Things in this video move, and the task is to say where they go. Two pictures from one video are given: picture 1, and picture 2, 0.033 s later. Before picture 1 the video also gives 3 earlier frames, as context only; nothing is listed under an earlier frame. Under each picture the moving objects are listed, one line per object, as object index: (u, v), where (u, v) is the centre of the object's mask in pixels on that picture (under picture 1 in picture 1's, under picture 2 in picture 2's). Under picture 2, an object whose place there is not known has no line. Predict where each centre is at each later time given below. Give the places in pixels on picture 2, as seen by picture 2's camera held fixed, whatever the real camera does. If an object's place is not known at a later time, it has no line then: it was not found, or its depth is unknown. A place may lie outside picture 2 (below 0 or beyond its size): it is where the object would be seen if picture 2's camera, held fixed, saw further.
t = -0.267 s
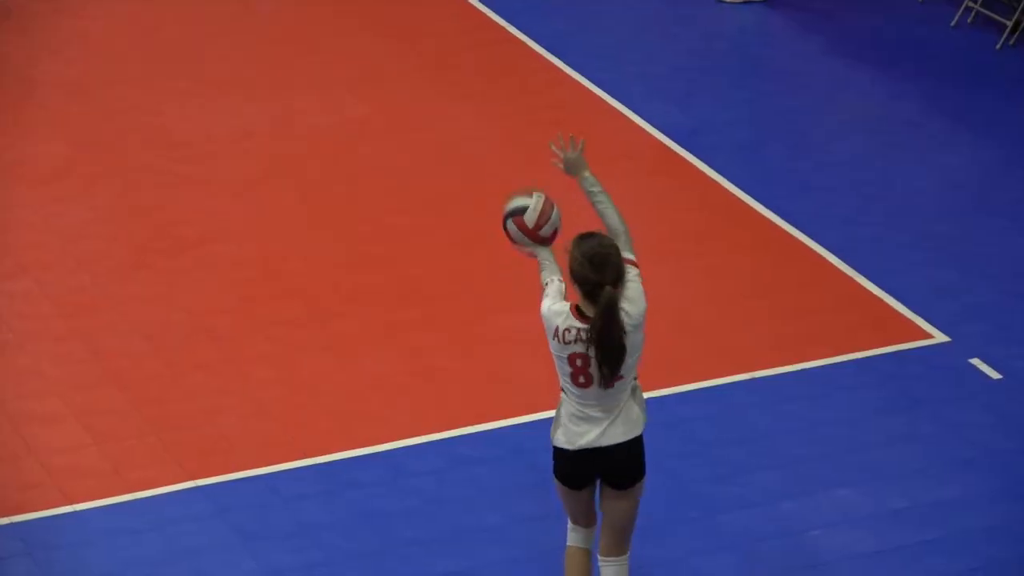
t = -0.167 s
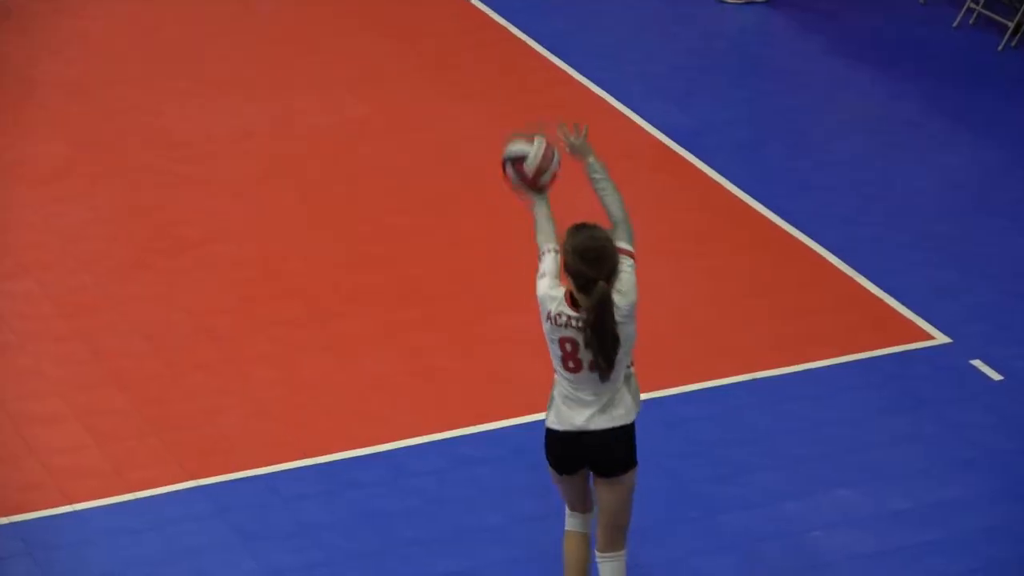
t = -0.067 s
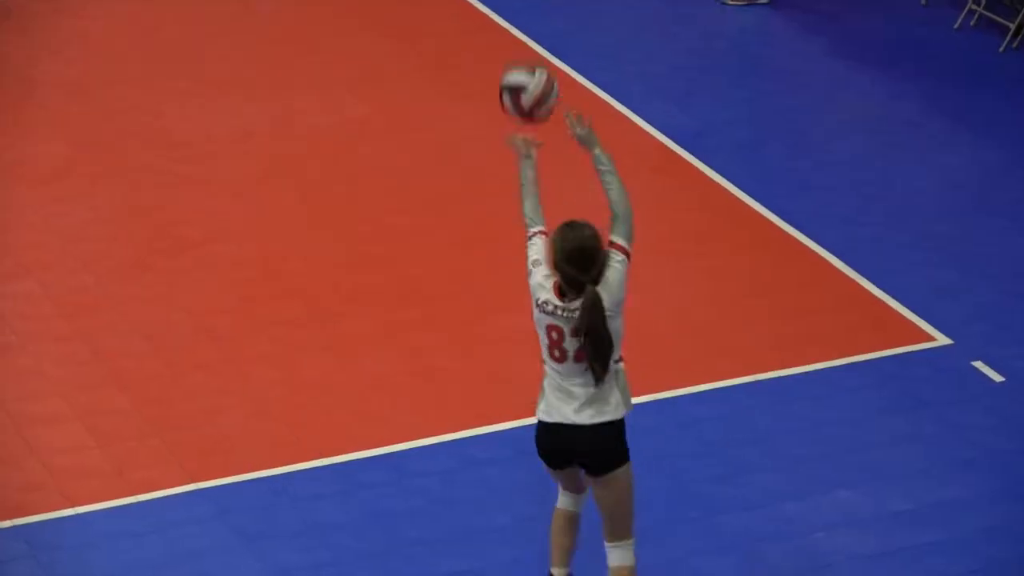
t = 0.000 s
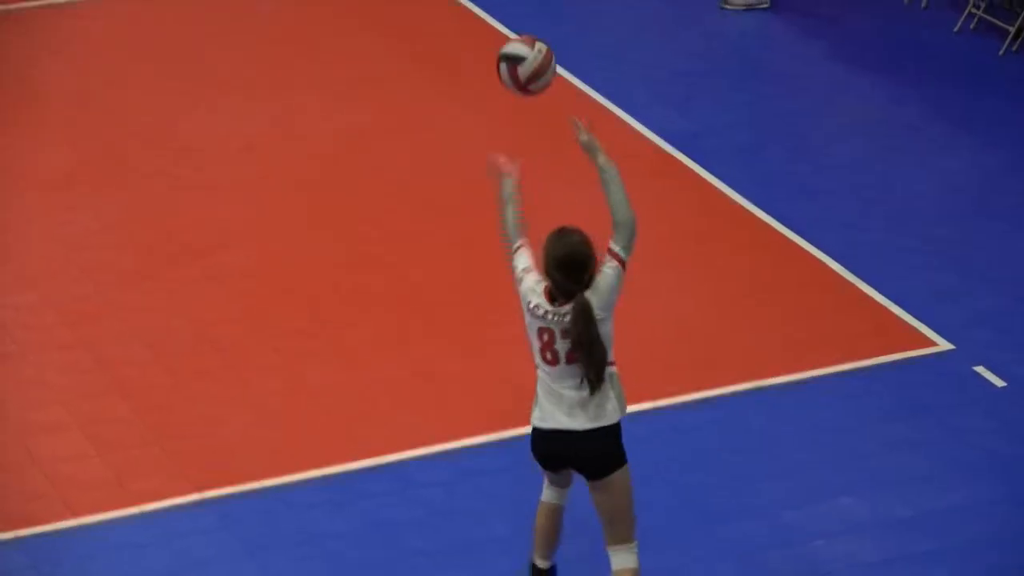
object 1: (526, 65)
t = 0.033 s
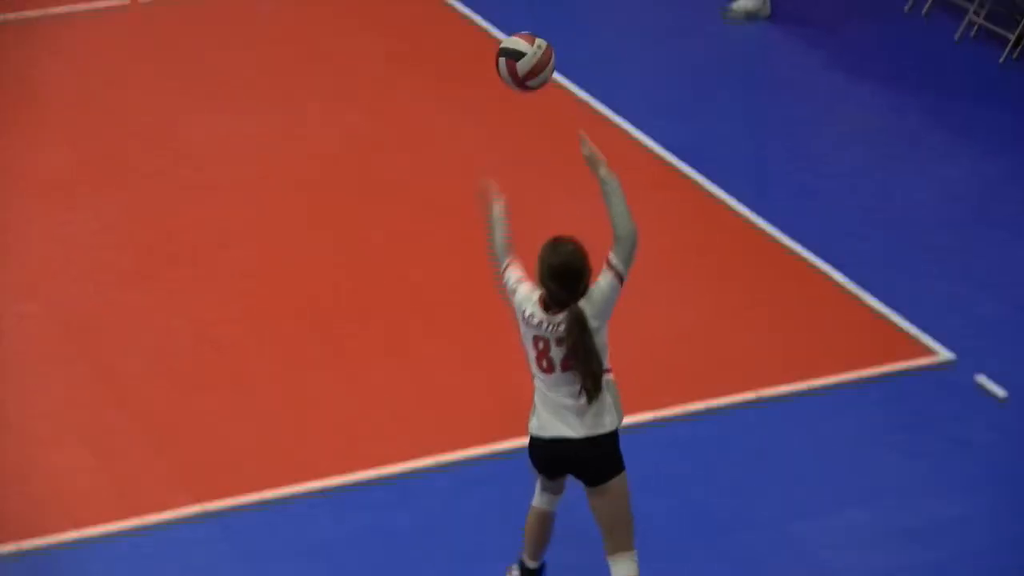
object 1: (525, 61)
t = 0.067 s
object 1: (524, 52)
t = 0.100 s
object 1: (521, 48)
